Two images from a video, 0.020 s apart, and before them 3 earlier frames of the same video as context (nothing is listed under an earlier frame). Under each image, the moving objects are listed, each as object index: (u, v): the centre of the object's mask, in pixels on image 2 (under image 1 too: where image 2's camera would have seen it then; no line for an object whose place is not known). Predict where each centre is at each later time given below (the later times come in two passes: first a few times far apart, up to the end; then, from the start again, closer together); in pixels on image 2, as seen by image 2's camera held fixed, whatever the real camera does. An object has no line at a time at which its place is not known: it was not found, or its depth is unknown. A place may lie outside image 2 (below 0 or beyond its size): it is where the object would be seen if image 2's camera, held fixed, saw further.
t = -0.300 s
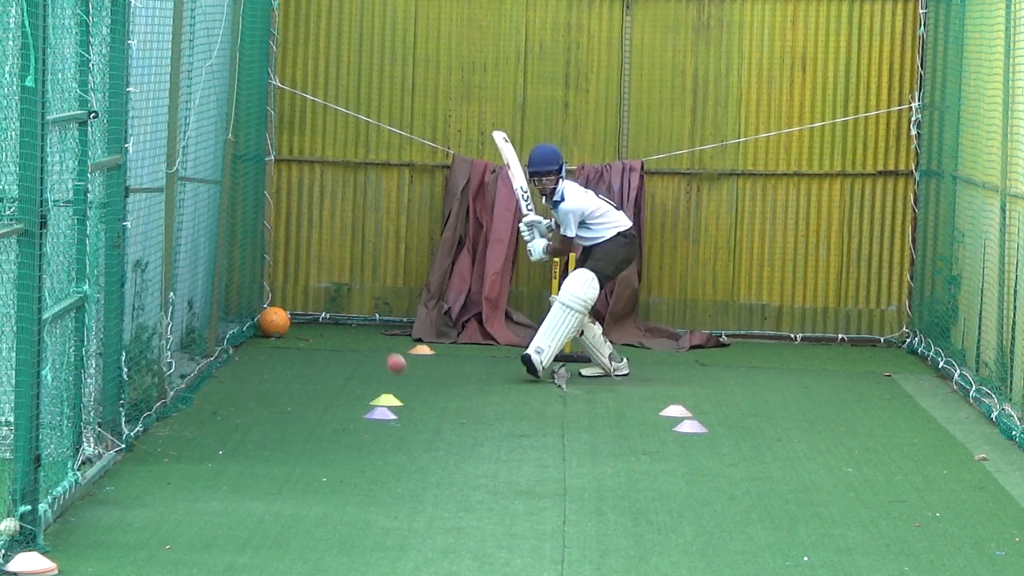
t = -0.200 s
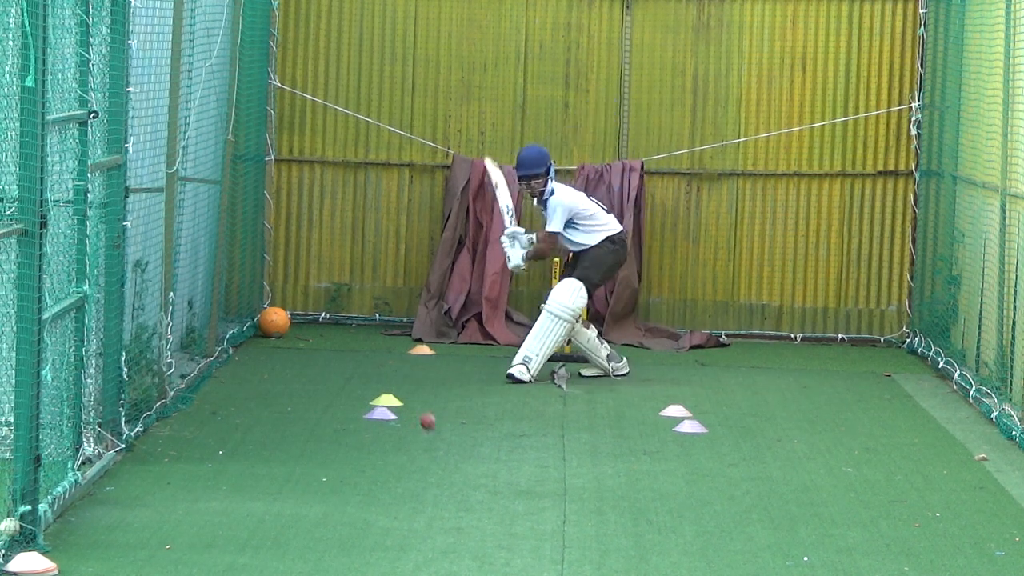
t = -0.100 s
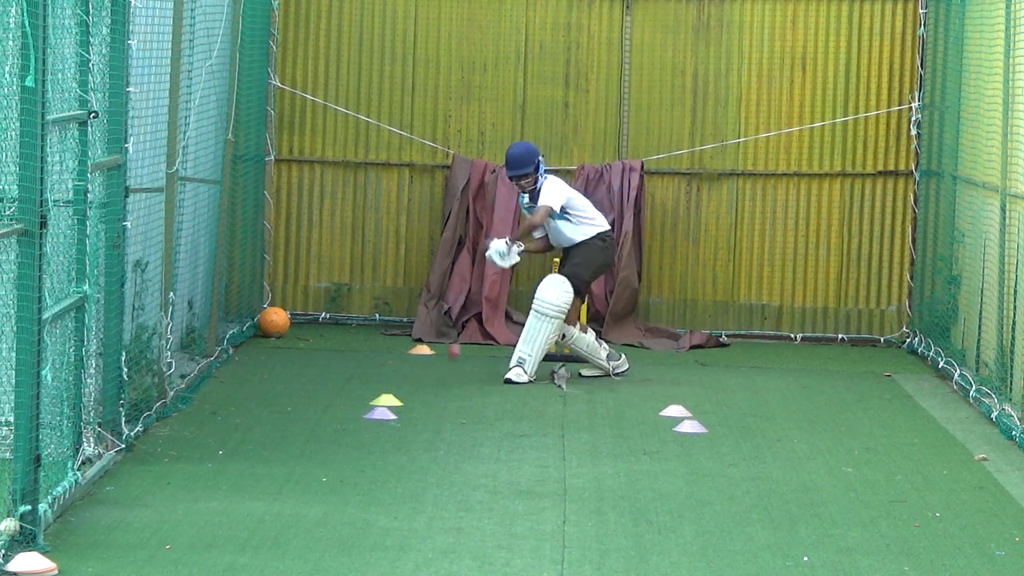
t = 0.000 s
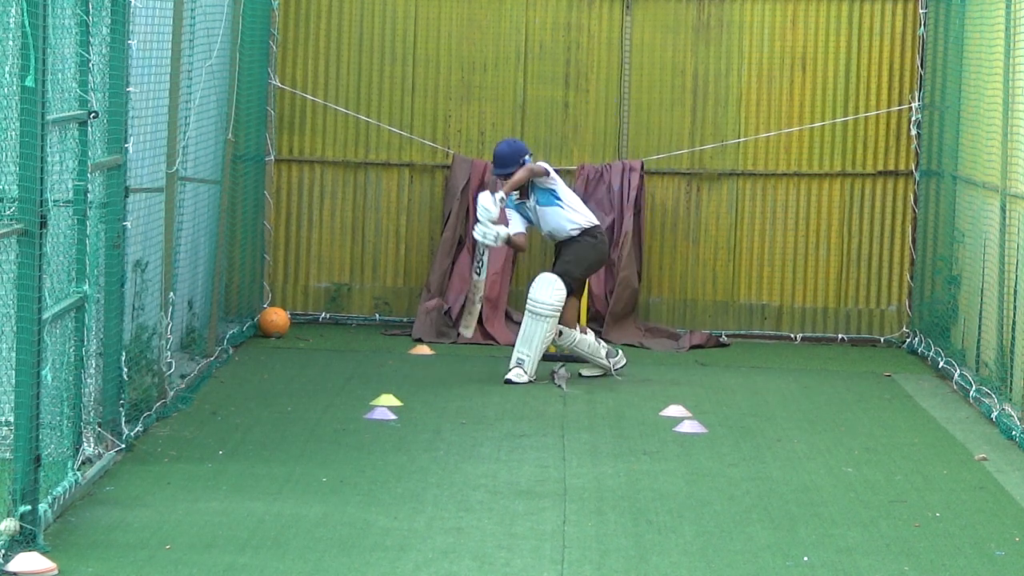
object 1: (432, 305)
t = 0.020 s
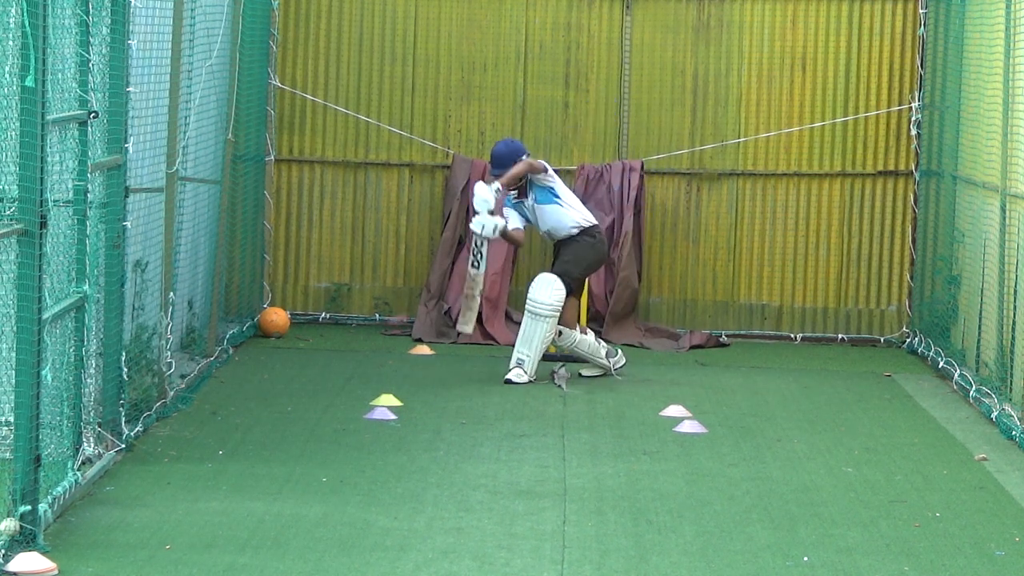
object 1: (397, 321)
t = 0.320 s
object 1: (173, 279)
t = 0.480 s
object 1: (224, 242)
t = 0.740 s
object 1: (319, 291)
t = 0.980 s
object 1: (415, 490)
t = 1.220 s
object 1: (444, 444)
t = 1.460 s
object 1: (467, 526)
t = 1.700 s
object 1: (514, 556)
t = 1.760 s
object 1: (526, 570)
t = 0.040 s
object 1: (363, 336)
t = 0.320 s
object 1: (173, 279)
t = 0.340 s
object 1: (177, 272)
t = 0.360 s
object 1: (183, 266)
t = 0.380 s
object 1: (189, 260)
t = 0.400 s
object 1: (196, 255)
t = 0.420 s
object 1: (203, 250)
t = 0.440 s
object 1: (210, 247)
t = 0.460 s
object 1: (217, 244)
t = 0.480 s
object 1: (224, 242)
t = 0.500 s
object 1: (231, 240)
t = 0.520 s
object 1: (238, 240)
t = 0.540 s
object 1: (245, 240)
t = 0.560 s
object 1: (252, 242)
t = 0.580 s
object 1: (259, 243)
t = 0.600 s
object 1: (266, 247)
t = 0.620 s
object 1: (273, 249)
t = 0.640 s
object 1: (281, 255)
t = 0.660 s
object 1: (289, 260)
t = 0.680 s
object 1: (296, 267)
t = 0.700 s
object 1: (303, 274)
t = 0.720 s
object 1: (311, 283)
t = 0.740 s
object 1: (319, 291)
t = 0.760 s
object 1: (326, 301)
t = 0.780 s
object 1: (333, 313)
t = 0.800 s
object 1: (341, 326)
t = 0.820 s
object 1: (349, 340)
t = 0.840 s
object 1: (357, 355)
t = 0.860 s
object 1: (365, 370)
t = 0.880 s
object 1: (373, 387)
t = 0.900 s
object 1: (381, 405)
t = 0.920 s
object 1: (390, 427)
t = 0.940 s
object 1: (399, 446)
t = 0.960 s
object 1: (406, 467)
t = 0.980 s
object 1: (415, 490)
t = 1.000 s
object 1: (420, 494)
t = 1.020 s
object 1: (422, 484)
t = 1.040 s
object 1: (424, 477)
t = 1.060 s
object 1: (426, 469)
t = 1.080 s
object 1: (429, 463)
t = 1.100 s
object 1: (431, 457)
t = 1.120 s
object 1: (433, 453)
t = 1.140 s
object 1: (435, 449)
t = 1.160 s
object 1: (437, 447)
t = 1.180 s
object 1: (439, 444)
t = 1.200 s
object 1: (442, 444)
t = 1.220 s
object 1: (444, 444)
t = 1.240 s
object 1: (446, 445)
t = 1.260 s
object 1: (448, 447)
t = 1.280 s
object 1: (450, 450)
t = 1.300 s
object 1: (452, 454)
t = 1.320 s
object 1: (454, 459)
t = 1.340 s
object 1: (456, 465)
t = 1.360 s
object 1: (458, 473)
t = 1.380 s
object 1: (460, 481)
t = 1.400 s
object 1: (462, 491)
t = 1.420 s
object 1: (464, 502)
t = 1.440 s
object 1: (466, 514)
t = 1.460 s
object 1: (467, 526)
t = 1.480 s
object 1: (470, 541)
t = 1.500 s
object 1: (471, 557)
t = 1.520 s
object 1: (475, 564)
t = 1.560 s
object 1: (483, 555)
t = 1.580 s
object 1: (487, 552)
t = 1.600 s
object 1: (492, 549)
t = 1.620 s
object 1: (496, 548)
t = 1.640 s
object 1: (500, 548)
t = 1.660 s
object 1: (505, 550)
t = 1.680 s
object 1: (509, 552)
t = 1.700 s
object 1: (514, 556)
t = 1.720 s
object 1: (518, 560)
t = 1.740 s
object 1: (522, 566)
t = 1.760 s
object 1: (526, 570)
